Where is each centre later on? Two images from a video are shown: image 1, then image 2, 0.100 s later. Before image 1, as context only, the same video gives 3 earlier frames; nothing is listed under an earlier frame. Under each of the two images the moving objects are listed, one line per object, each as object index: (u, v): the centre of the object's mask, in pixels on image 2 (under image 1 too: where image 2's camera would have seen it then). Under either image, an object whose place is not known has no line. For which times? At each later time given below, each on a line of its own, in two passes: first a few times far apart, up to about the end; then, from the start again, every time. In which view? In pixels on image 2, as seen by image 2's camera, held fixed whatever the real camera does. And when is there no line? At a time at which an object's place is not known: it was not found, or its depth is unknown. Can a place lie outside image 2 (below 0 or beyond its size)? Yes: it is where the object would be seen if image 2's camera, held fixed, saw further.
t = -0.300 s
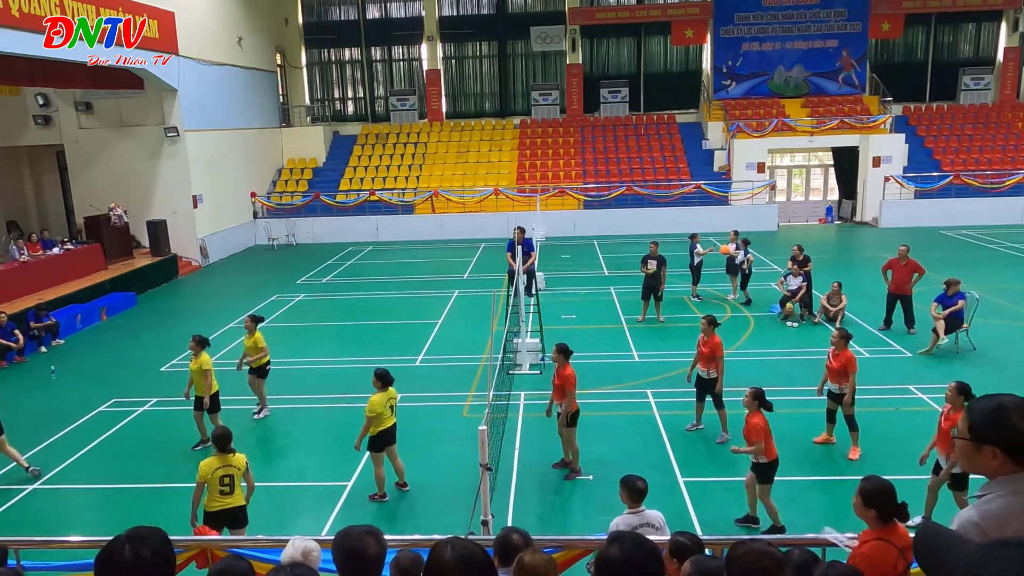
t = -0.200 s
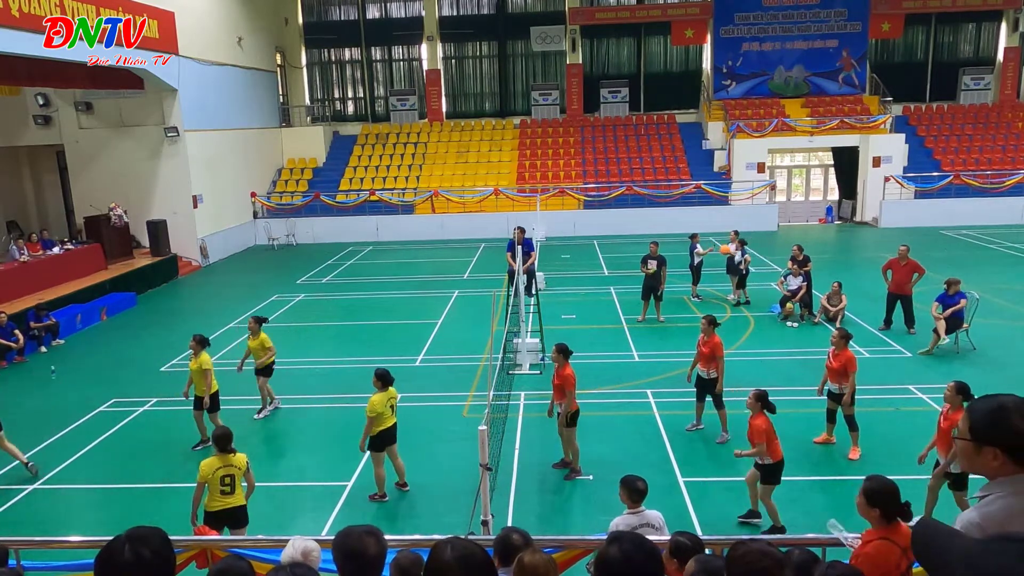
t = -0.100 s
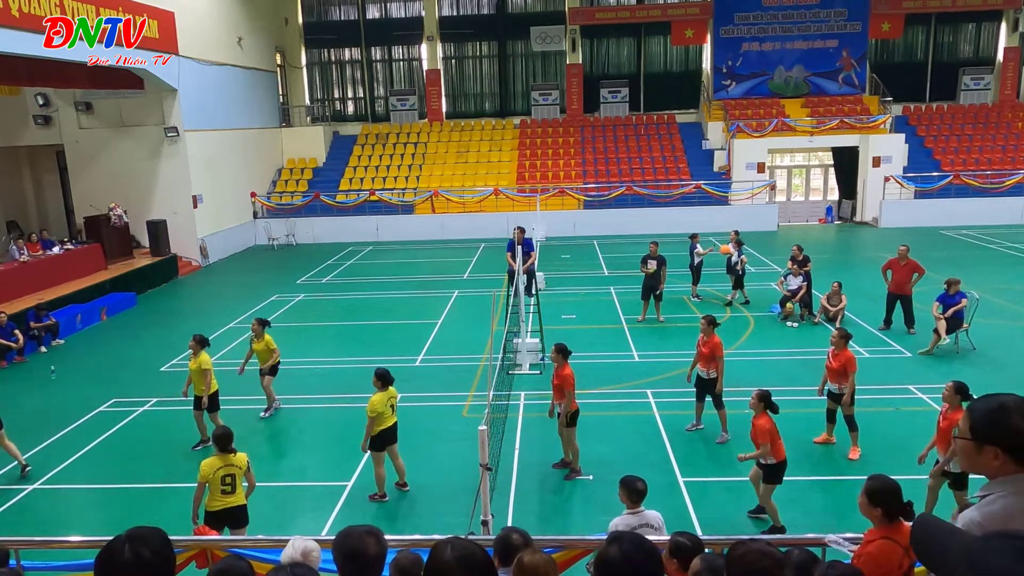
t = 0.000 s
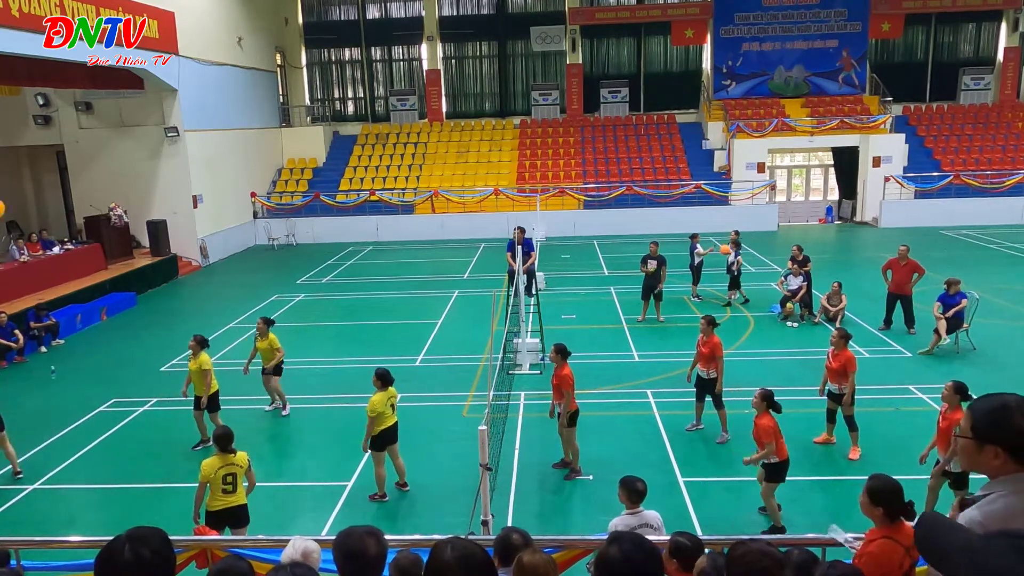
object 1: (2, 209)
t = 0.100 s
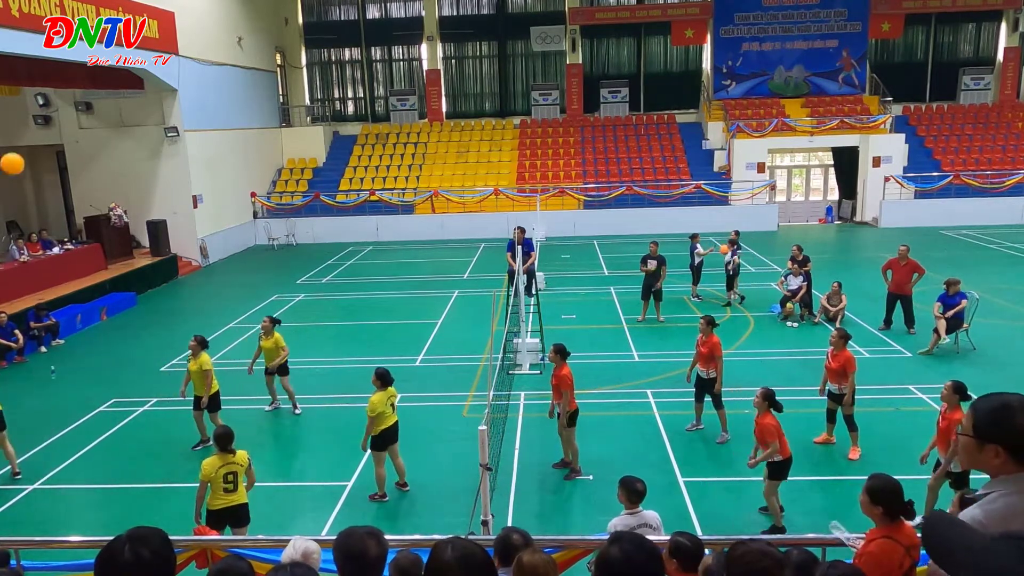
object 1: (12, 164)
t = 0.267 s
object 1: (48, 107)
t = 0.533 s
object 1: (115, 72)
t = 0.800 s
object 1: (188, 97)
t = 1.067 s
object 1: (261, 182)
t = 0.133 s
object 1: (19, 150)
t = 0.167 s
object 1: (26, 138)
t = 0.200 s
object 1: (33, 127)
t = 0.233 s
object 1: (40, 117)
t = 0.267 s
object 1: (48, 107)
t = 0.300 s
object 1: (56, 99)
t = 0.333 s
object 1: (64, 92)
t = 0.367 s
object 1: (72, 85)
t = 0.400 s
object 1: (81, 80)
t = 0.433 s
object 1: (89, 76)
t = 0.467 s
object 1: (98, 74)
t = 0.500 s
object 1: (107, 73)
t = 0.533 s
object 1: (115, 72)
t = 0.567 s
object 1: (124, 73)
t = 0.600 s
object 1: (133, 74)
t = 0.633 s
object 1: (142, 75)
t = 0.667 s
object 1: (151, 76)
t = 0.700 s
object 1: (160, 80)
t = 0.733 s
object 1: (170, 85)
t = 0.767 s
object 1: (179, 91)
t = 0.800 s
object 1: (188, 97)
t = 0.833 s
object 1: (198, 105)
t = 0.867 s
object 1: (207, 113)
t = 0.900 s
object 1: (216, 123)
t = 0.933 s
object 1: (225, 133)
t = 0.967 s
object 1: (234, 144)
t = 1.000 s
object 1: (243, 156)
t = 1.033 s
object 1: (252, 169)
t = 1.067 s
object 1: (261, 182)
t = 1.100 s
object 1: (269, 196)
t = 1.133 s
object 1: (279, 211)
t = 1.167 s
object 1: (287, 227)
